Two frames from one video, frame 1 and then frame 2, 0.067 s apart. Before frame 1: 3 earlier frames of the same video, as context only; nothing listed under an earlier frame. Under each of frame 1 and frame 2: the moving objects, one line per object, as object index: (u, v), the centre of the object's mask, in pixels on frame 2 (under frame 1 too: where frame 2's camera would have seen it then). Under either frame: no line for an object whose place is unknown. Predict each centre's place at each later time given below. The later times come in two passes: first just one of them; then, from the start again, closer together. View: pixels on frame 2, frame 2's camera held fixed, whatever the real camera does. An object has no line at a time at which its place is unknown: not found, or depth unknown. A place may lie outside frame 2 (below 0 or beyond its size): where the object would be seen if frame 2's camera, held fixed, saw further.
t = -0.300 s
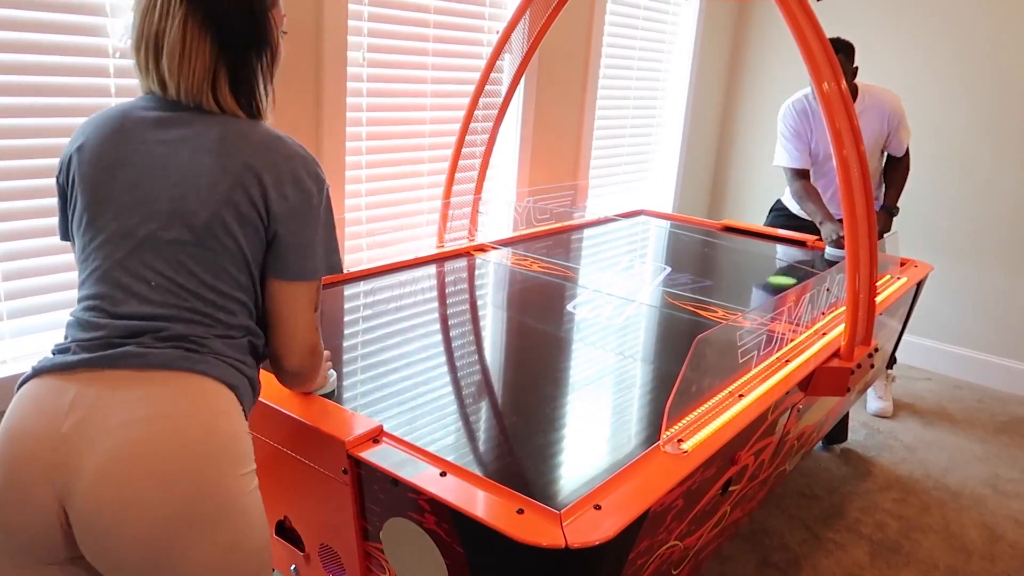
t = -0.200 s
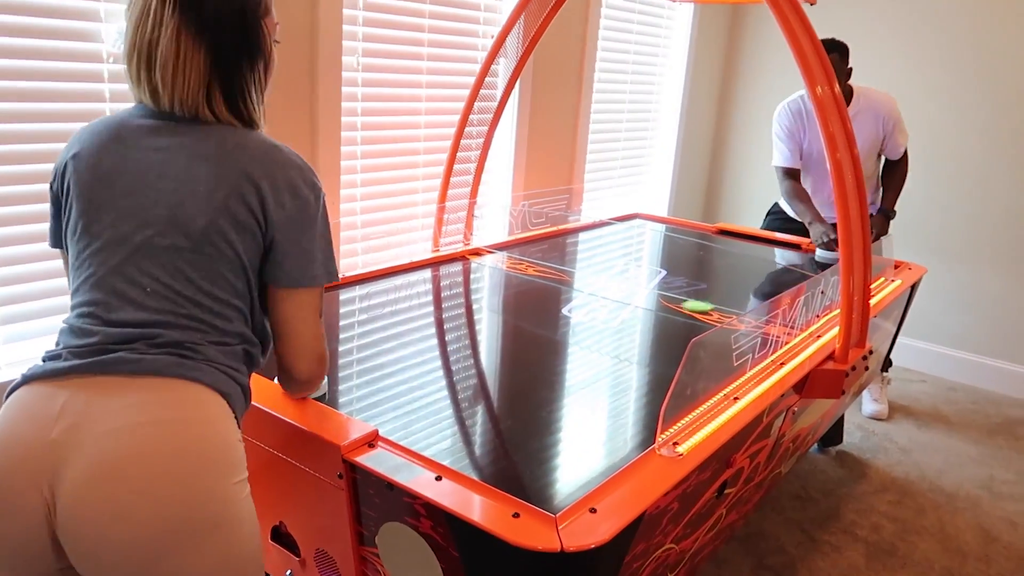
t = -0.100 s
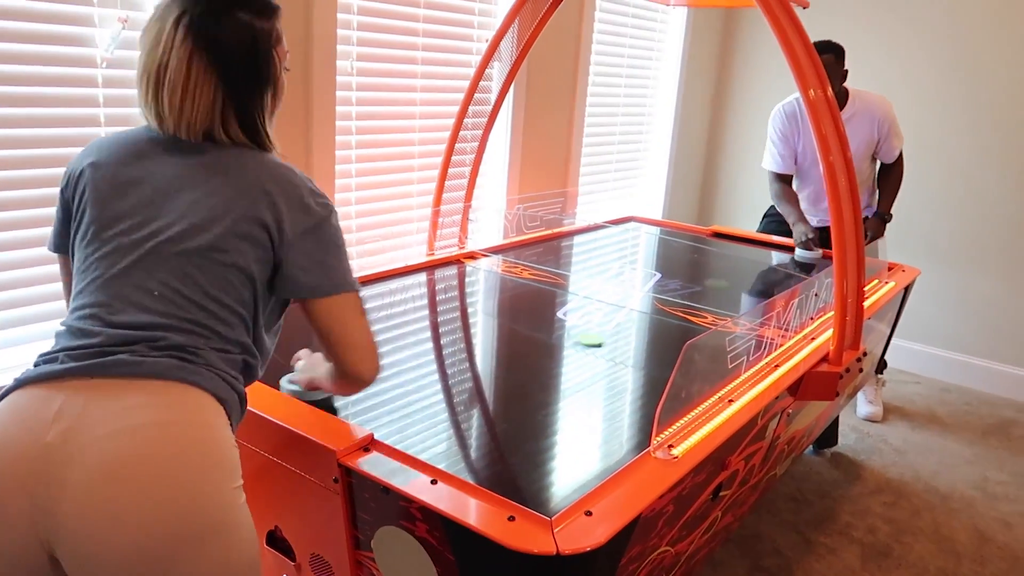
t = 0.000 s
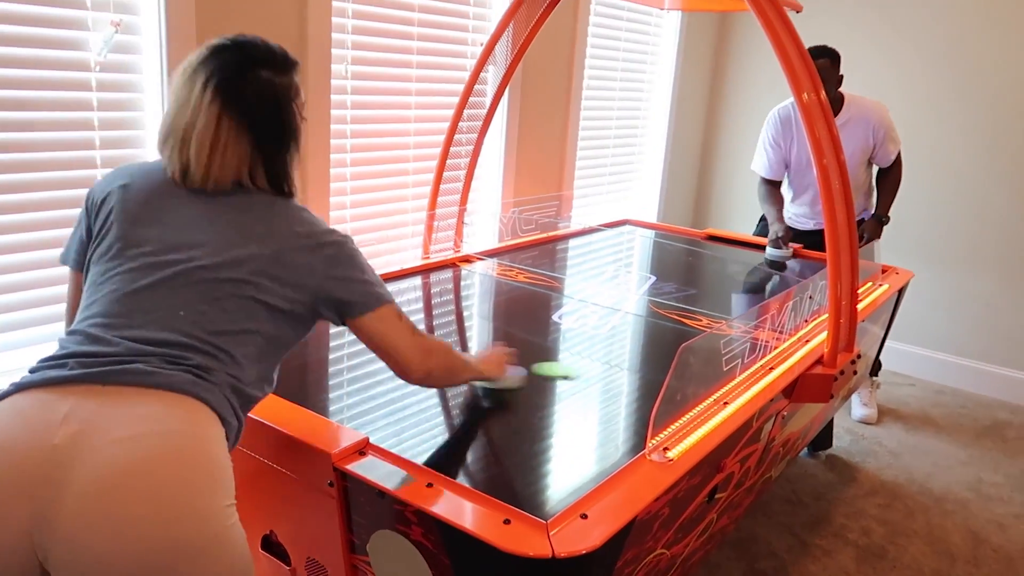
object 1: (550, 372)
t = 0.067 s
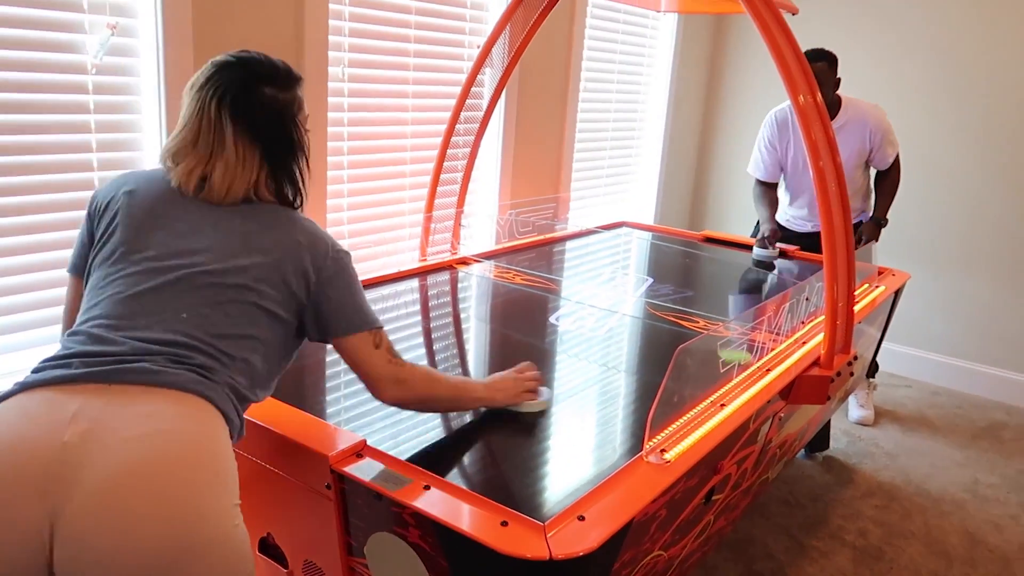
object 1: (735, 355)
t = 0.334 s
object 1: (620, 228)
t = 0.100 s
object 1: (712, 326)
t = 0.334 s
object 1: (620, 228)
